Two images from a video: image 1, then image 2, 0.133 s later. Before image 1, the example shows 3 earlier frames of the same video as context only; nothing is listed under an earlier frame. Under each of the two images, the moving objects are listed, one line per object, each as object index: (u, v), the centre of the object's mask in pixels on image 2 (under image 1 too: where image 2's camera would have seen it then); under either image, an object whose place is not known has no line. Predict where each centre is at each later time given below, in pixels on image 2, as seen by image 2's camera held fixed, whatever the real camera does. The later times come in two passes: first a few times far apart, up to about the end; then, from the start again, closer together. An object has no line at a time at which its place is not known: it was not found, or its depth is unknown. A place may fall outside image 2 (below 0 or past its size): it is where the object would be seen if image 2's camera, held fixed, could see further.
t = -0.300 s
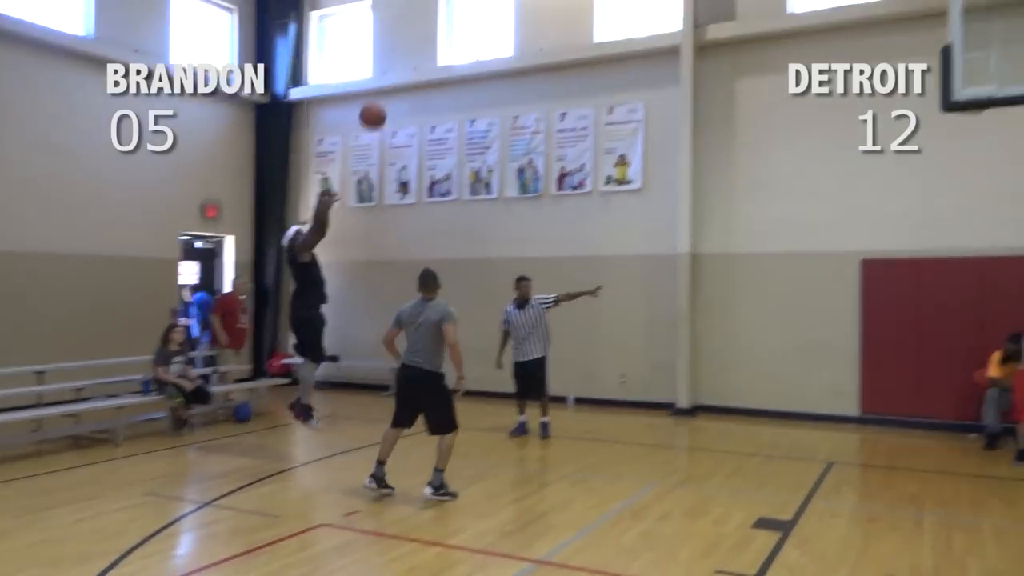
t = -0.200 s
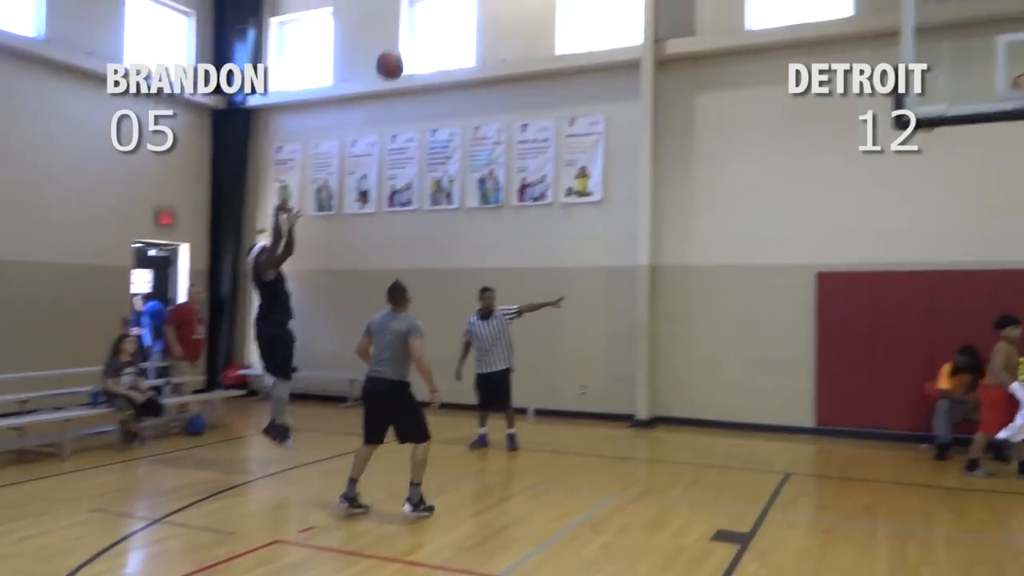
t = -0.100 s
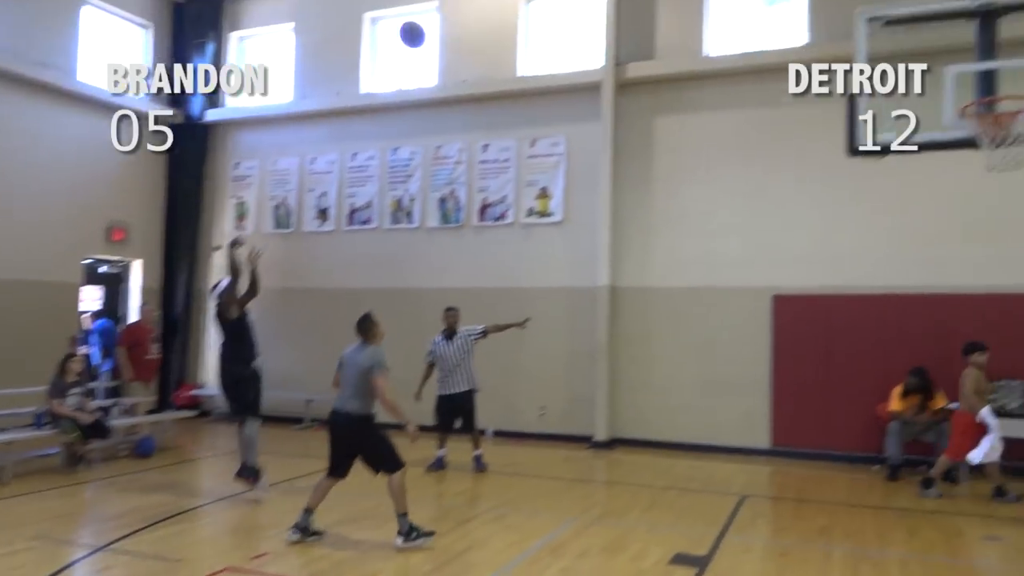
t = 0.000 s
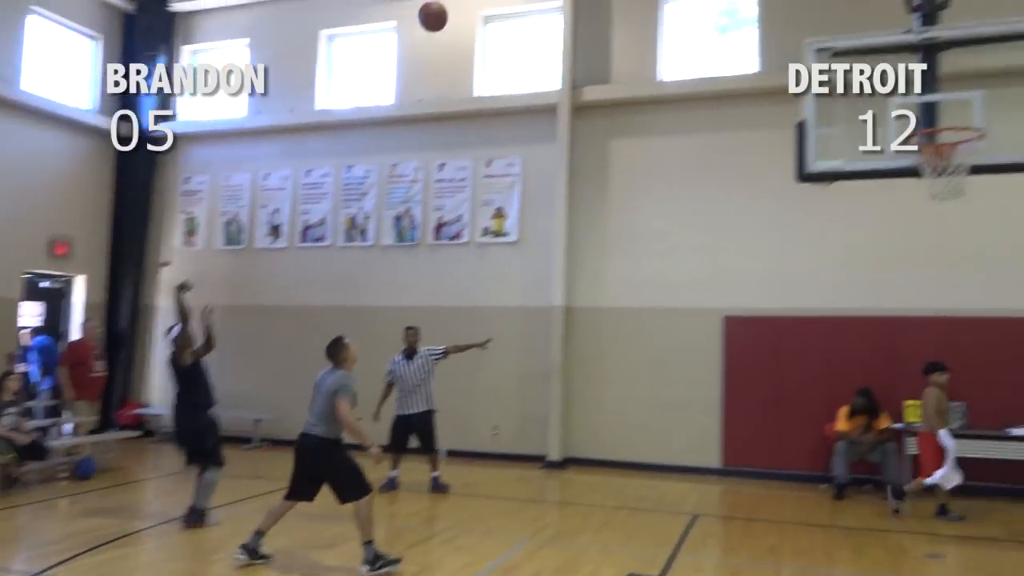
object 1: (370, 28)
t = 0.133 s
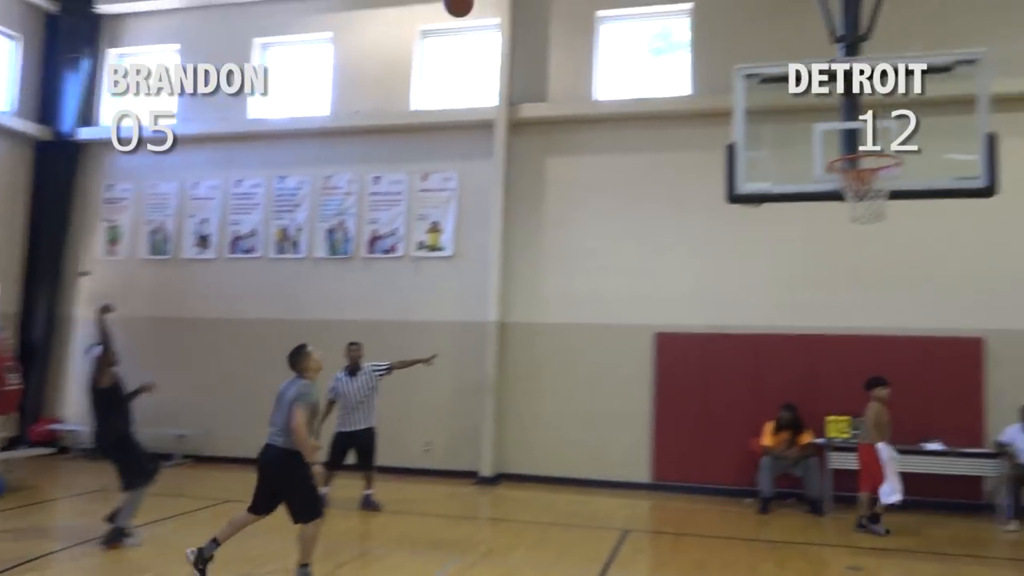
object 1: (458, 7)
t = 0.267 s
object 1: (548, -2)
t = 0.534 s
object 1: (733, 50)
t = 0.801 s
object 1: (894, 127)
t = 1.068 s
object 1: (969, 114)
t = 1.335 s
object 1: (1040, 160)
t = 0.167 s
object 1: (480, 5)
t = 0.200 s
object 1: (502, 2)
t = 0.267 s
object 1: (548, -2)
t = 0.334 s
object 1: (593, -1)
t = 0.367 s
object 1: (616, 4)
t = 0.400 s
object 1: (640, 10)
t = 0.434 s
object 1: (663, 18)
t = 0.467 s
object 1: (688, 27)
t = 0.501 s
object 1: (709, 37)
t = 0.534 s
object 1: (733, 50)
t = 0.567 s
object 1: (755, 62)
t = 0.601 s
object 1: (782, 79)
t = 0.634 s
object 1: (808, 98)
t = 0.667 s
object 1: (832, 115)
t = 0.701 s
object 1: (857, 136)
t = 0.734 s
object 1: (873, 139)
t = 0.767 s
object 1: (884, 132)
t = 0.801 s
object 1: (894, 127)
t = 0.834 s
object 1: (905, 123)
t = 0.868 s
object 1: (915, 120)
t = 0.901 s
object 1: (925, 119)
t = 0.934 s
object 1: (936, 119)
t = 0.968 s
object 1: (946, 120)
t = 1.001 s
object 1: (955, 119)
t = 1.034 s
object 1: (961, 114)
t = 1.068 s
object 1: (969, 114)
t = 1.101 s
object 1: (976, 113)
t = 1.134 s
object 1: (985, 115)
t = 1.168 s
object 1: (993, 118)
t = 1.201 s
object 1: (1002, 123)
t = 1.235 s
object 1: (1012, 130)
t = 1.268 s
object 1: (1022, 138)
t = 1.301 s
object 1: (1030, 148)
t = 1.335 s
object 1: (1040, 160)
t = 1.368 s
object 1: (1050, 174)
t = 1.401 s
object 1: (1060, 189)
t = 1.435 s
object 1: (1071, 207)
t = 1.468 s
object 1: (1082, 227)
